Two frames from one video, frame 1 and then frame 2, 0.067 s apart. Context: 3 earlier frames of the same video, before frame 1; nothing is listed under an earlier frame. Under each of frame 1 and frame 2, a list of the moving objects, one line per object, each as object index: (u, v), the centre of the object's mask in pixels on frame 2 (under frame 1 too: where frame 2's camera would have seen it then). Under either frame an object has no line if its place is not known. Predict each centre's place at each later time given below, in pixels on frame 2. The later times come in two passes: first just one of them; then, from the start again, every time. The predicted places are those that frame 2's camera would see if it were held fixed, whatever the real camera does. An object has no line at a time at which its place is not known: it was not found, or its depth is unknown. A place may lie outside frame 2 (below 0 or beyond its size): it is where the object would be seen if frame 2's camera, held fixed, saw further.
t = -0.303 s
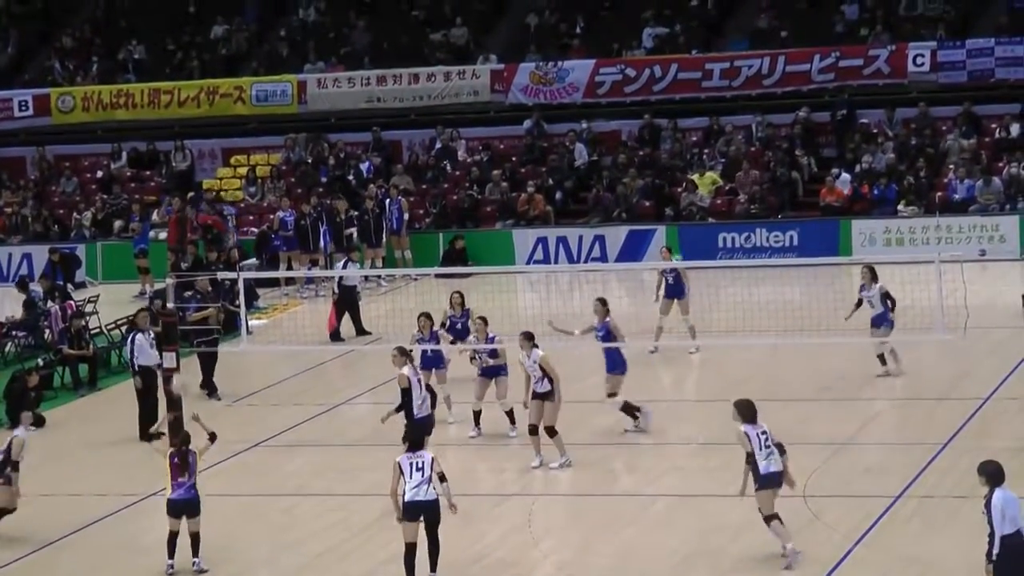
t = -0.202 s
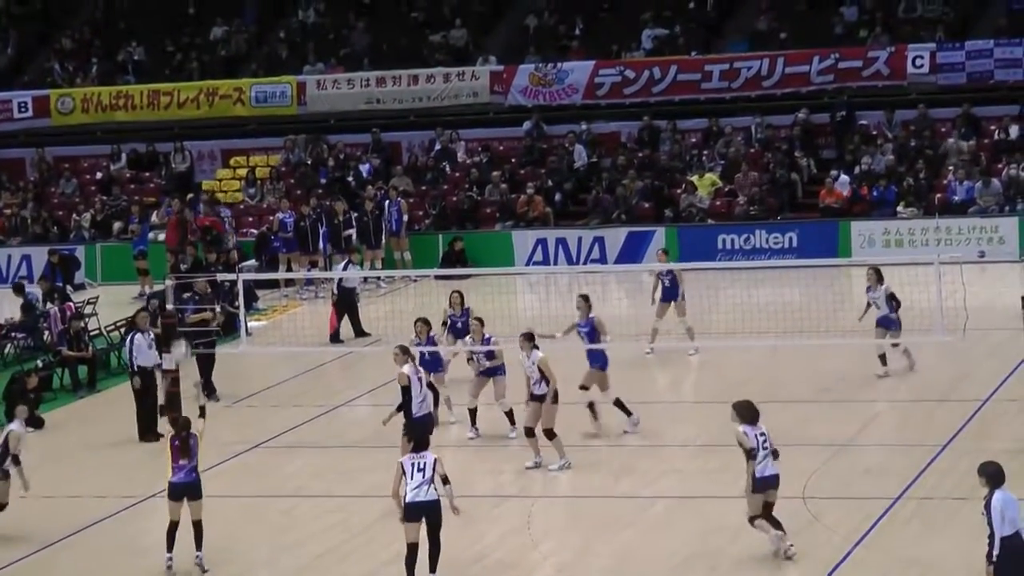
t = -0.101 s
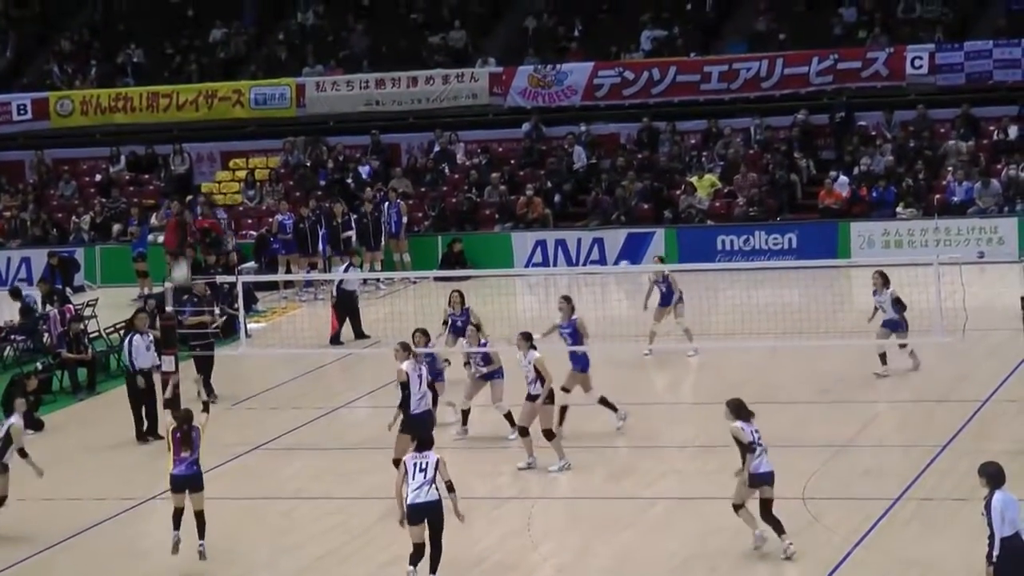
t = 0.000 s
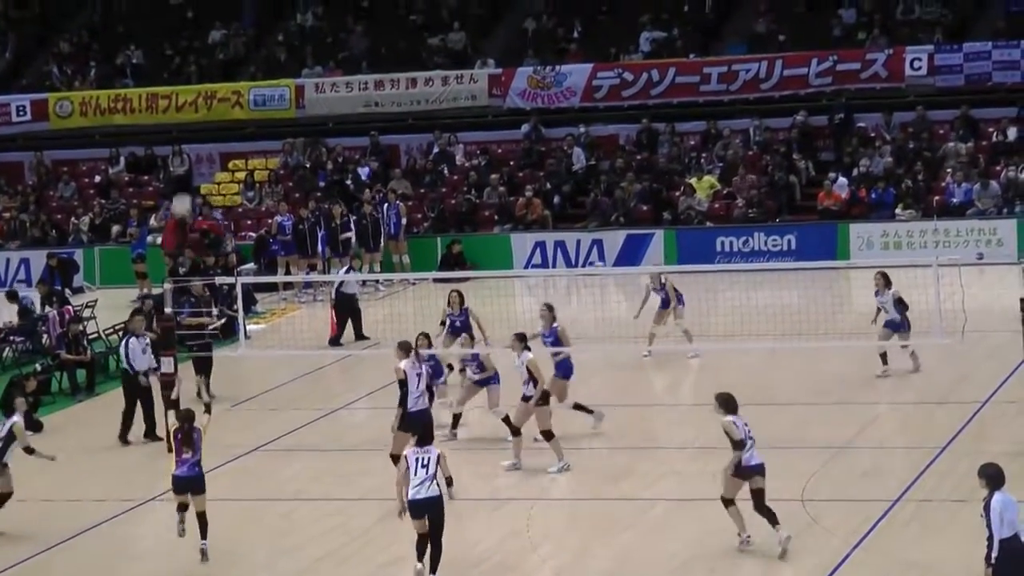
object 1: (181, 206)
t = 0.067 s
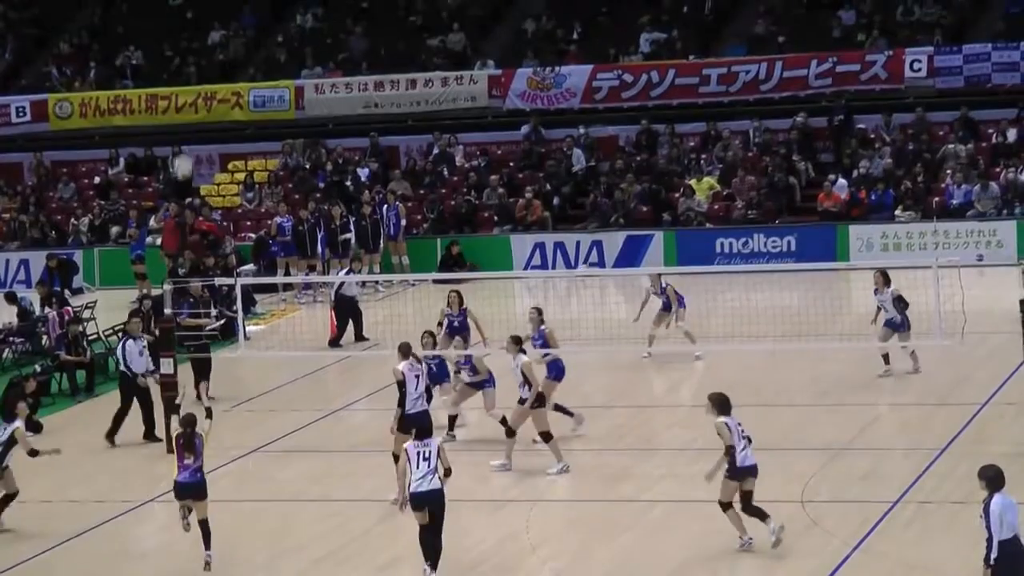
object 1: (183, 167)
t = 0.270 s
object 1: (190, 76)
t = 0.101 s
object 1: (184, 148)
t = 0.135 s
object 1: (185, 132)
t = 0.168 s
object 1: (187, 117)
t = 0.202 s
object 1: (187, 102)
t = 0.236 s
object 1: (189, 88)
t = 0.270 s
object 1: (190, 76)
